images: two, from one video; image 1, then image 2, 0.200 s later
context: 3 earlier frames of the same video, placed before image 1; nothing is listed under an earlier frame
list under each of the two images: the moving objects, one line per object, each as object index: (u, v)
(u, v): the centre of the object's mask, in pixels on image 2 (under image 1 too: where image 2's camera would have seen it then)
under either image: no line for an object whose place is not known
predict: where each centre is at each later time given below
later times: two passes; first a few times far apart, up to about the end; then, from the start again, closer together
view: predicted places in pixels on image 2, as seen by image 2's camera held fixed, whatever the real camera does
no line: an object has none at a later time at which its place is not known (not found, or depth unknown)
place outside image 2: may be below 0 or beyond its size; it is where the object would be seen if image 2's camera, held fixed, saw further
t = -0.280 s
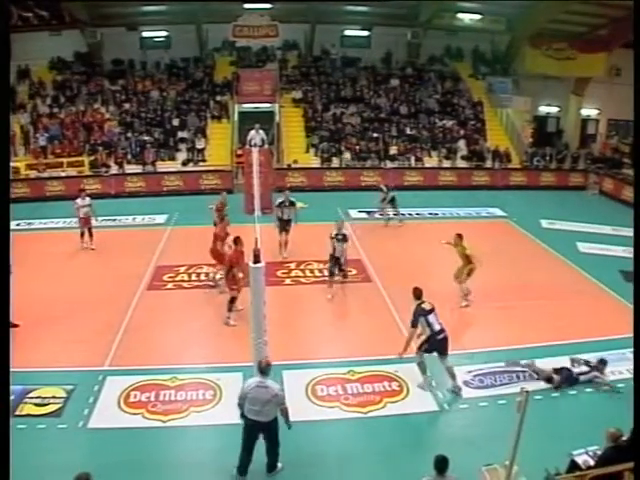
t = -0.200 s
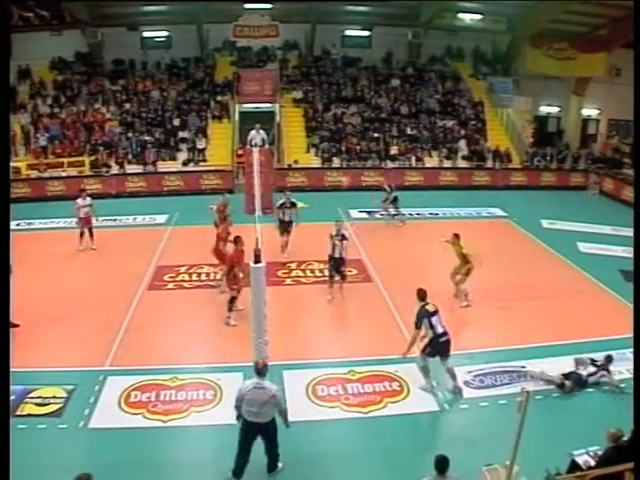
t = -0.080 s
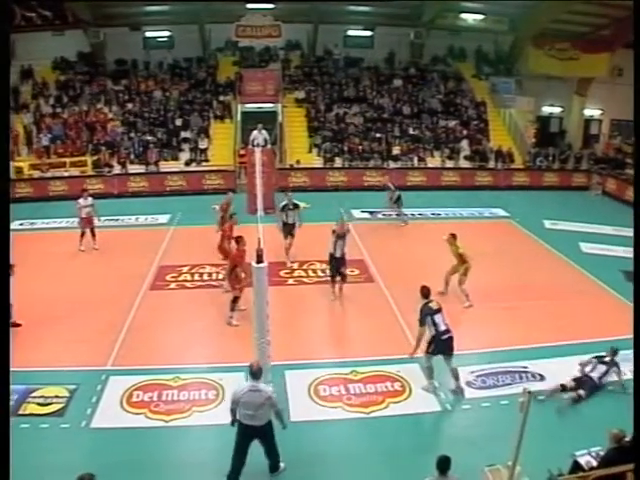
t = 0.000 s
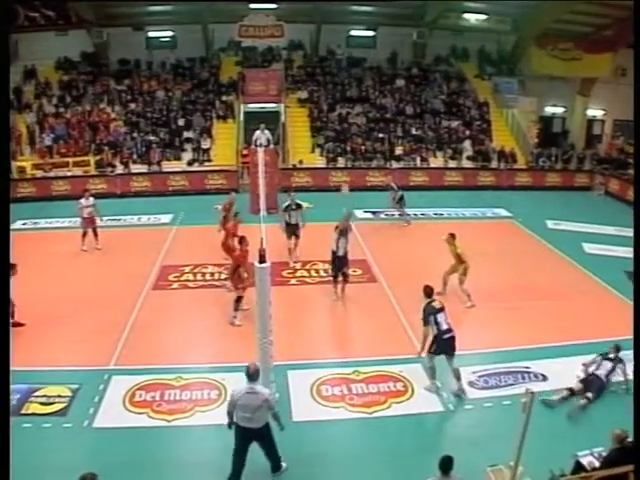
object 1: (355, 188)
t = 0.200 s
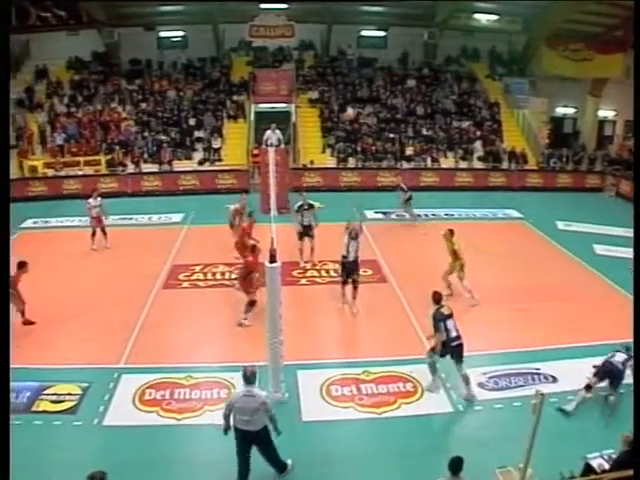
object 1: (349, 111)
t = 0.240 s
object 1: (348, 99)
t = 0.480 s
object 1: (340, 44)
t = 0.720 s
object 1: (335, 17)
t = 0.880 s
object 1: (326, 15)
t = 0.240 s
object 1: (348, 99)
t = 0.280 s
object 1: (347, 87)
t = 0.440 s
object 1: (341, 50)
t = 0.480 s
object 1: (340, 44)
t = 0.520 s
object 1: (338, 36)
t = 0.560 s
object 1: (338, 30)
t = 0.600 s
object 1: (338, 27)
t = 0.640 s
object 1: (335, 23)
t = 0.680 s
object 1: (336, 20)
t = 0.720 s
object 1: (335, 17)
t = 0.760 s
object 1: (333, 16)
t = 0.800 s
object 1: (331, 15)
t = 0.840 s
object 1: (331, 14)
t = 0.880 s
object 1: (326, 15)
